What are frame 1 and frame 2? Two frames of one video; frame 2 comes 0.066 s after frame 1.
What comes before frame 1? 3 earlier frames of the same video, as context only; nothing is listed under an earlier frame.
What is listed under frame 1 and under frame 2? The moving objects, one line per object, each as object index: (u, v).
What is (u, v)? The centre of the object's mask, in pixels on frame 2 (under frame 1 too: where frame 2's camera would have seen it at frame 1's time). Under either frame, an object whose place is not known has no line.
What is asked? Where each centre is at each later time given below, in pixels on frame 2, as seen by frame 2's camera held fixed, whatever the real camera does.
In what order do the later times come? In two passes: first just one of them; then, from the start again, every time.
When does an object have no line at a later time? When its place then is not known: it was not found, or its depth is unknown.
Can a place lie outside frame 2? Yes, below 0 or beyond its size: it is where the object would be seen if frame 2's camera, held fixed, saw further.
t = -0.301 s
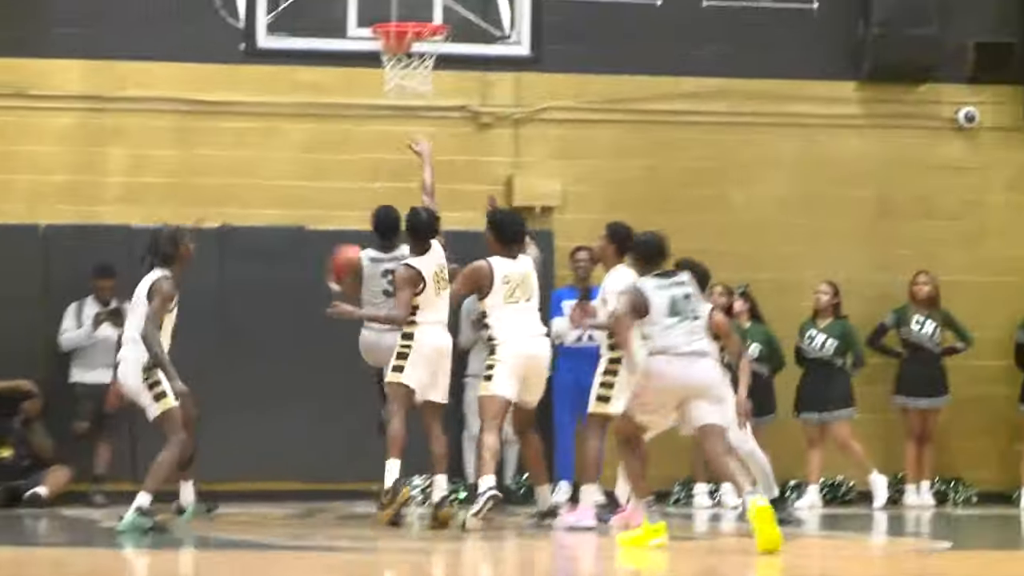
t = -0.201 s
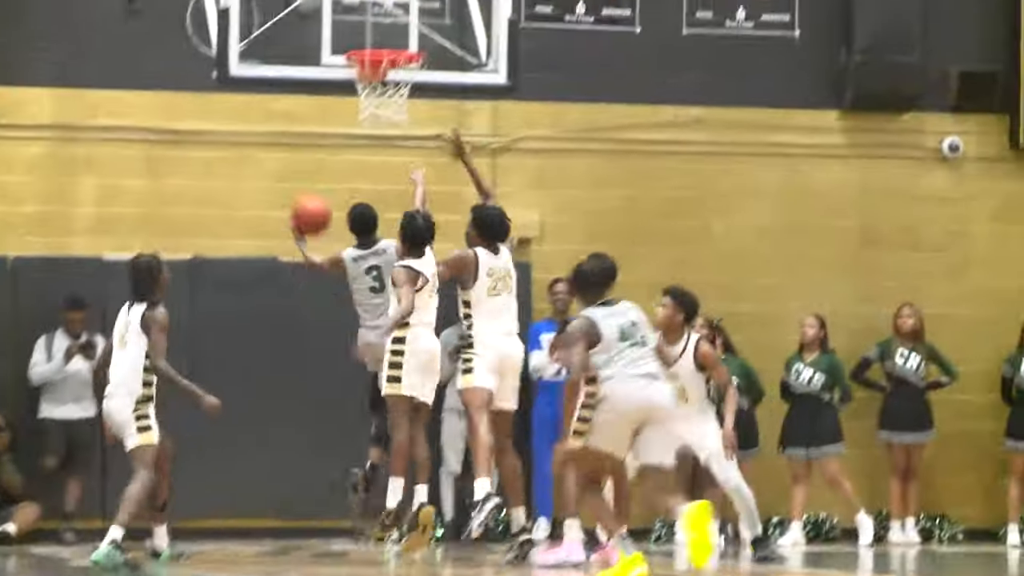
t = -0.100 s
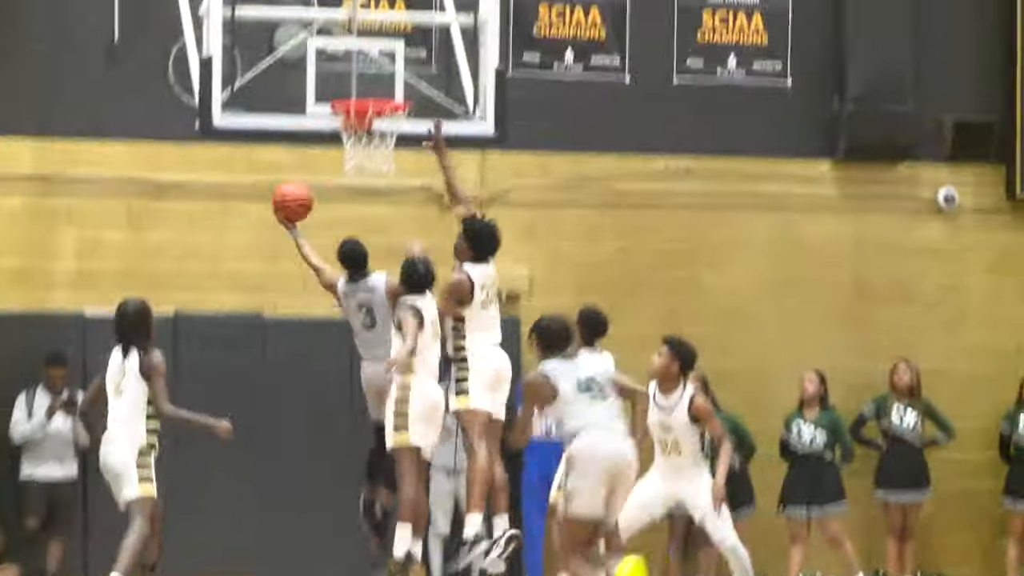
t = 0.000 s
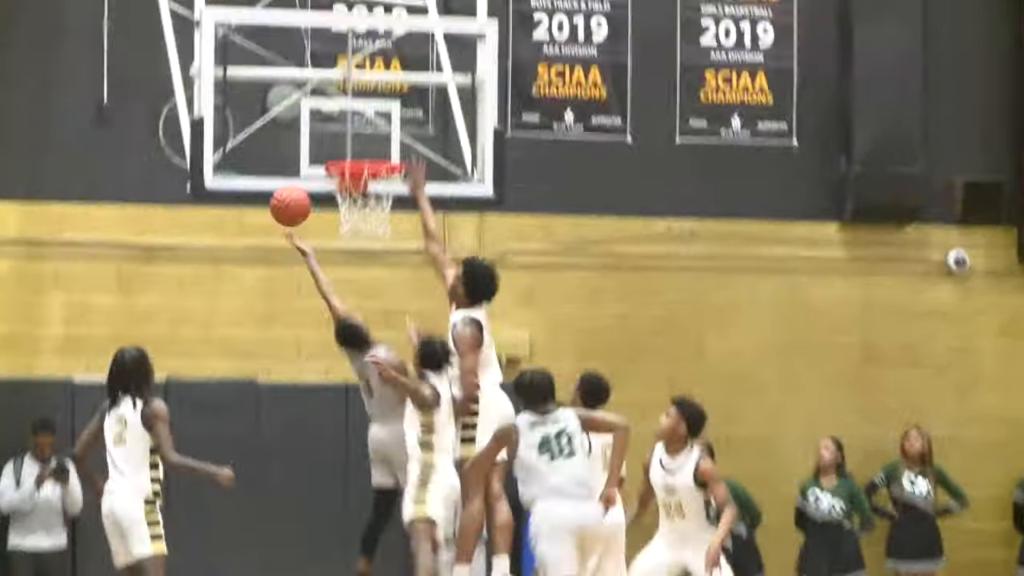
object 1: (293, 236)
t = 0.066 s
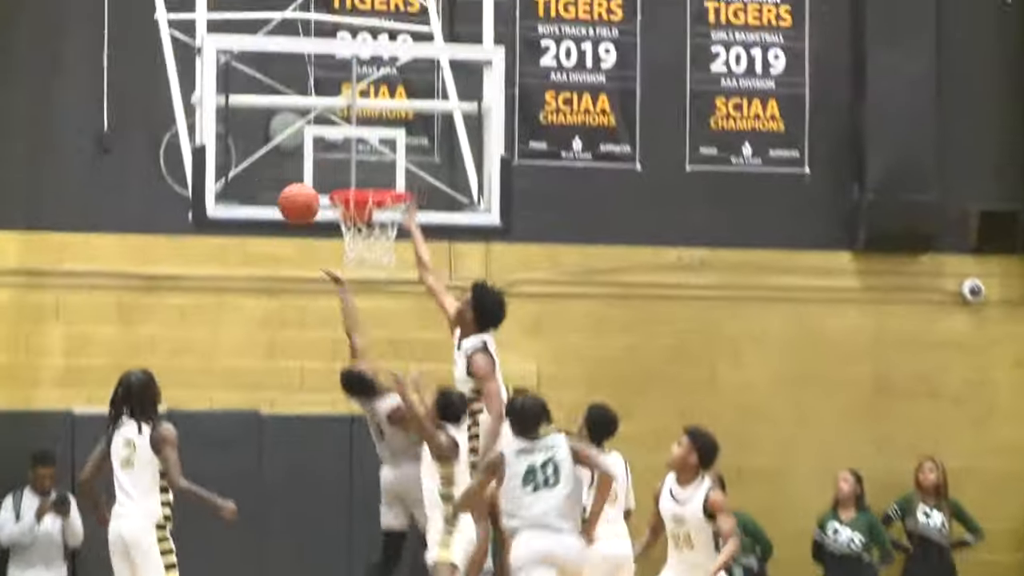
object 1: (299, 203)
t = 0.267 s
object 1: (318, 153)
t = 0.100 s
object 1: (301, 190)
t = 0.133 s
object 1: (304, 179)
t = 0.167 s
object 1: (307, 170)
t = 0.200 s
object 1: (310, 163)
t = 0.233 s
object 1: (312, 157)
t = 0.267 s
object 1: (318, 153)
